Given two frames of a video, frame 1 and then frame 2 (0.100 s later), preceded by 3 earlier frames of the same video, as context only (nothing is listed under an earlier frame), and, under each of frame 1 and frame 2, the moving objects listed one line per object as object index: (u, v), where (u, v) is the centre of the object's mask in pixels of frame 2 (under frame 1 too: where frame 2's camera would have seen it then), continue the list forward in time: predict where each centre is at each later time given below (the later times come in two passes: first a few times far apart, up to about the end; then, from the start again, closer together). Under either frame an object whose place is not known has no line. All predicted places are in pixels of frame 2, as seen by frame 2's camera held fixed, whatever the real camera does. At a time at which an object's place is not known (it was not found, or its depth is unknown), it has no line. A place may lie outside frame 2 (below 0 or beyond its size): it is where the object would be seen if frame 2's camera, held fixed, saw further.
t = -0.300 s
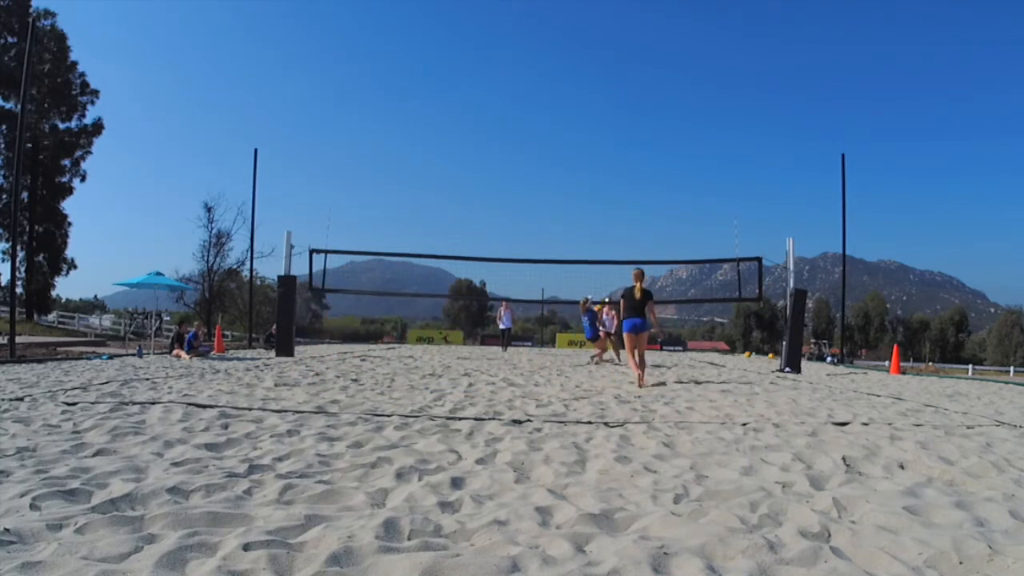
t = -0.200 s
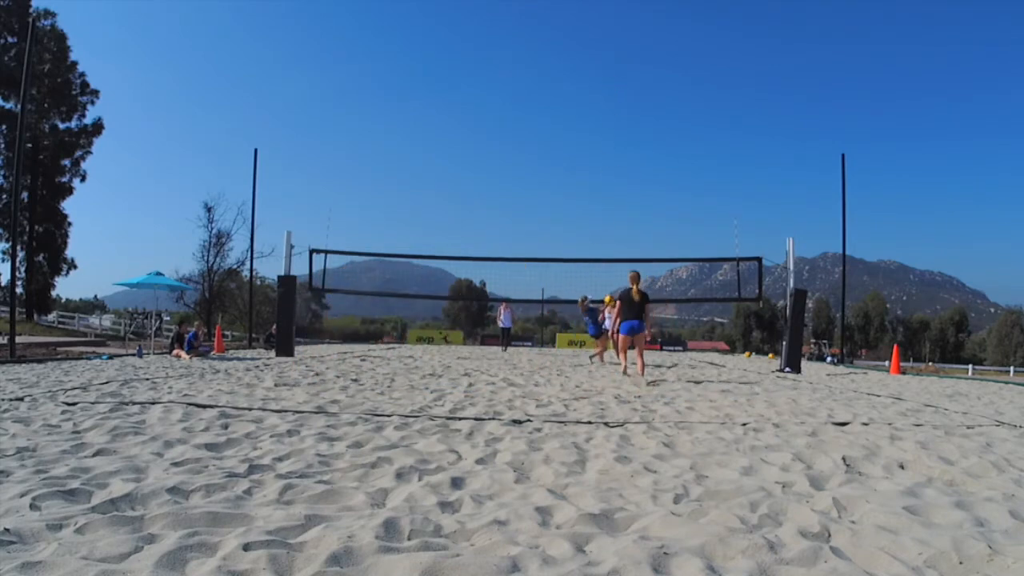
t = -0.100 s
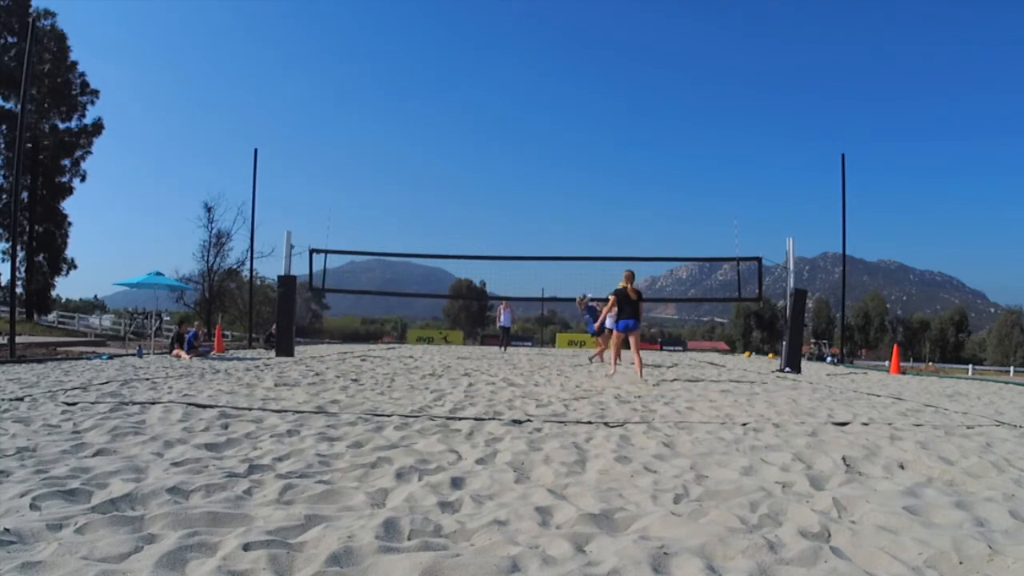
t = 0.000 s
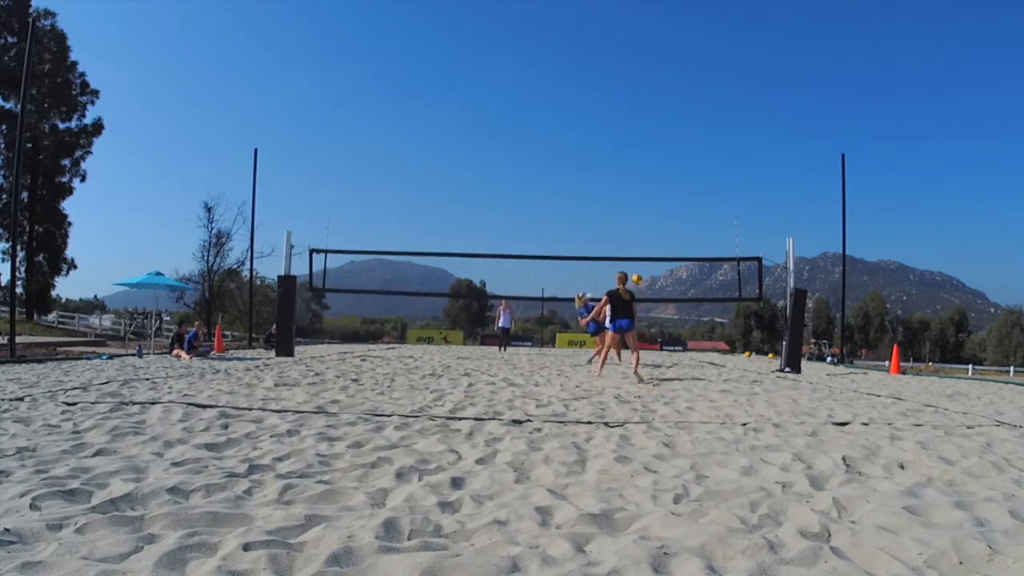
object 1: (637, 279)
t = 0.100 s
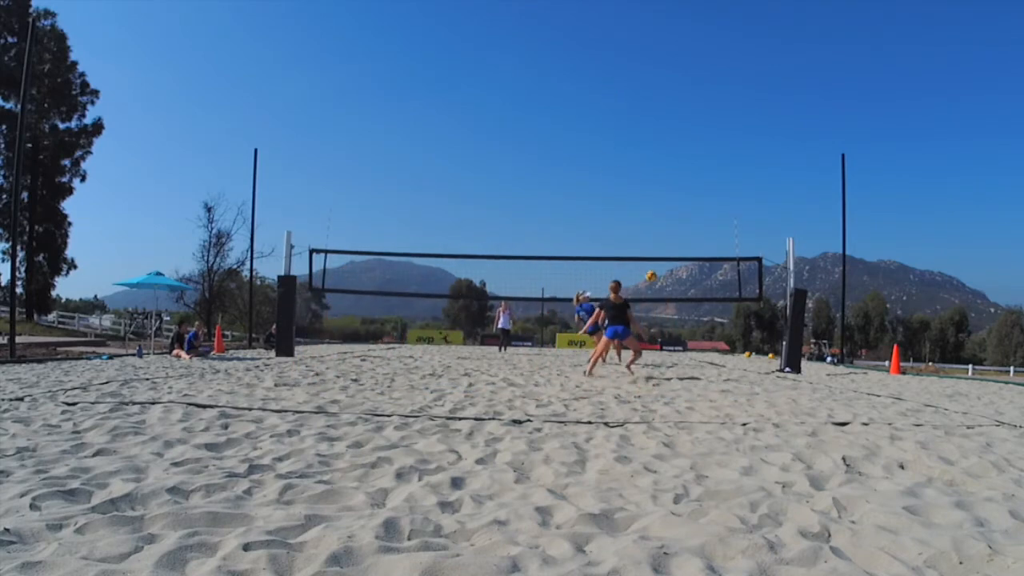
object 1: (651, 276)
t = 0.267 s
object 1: (674, 282)
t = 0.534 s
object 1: (715, 325)
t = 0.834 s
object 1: (756, 359)
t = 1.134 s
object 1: (799, 376)
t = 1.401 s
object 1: (834, 379)
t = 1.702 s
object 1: (873, 385)
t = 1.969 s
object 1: (906, 389)
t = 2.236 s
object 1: (934, 393)
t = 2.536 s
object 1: (955, 393)
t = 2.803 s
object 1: (967, 396)
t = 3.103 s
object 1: (981, 399)
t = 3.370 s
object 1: (989, 399)
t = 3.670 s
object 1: (988, 399)
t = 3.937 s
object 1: (987, 399)
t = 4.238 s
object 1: (987, 399)
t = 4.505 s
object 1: (987, 399)
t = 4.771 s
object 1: (987, 399)
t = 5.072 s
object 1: (987, 399)
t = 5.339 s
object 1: (987, 399)
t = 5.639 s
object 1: (987, 399)
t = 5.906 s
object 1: (987, 399)
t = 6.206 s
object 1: (987, 399)
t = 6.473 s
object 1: (987, 399)
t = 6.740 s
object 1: (987, 399)
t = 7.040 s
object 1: (987, 399)
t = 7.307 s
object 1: (987, 399)
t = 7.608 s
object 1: (987, 399)
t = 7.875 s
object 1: (987, 399)
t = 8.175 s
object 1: (987, 399)
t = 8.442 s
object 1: (987, 399)
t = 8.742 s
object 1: (987, 399)
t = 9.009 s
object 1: (987, 399)
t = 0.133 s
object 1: (655, 276)
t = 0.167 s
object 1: (660, 277)
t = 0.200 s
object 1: (666, 277)
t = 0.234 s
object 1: (670, 279)
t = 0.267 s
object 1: (674, 282)
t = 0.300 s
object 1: (679, 285)
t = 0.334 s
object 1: (685, 288)
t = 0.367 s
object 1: (690, 293)
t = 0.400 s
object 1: (695, 298)
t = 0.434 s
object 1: (700, 304)
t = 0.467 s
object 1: (705, 310)
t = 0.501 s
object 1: (710, 317)
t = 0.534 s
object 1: (715, 325)
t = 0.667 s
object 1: (735, 363)
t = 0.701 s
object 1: (740, 370)
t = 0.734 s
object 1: (744, 366)
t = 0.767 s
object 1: (748, 364)
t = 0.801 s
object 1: (753, 361)
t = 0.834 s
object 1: (756, 359)
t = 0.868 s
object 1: (762, 359)
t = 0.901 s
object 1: (767, 358)
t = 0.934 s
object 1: (771, 359)
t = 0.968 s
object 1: (774, 359)
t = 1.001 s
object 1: (780, 362)
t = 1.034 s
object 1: (786, 364)
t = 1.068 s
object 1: (789, 366)
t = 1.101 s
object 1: (794, 371)
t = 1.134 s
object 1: (799, 376)
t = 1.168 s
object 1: (804, 379)
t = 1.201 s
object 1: (808, 378)
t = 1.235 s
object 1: (813, 378)
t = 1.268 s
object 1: (817, 378)
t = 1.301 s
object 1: (821, 378)
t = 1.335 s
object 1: (826, 378)
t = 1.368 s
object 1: (830, 378)
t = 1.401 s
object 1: (834, 379)
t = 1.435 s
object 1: (838, 381)
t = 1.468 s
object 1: (843, 381)
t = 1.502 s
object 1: (848, 381)
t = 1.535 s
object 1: (852, 382)
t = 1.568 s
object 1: (857, 383)
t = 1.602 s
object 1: (861, 383)
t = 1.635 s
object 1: (865, 383)
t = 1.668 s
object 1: (869, 383)
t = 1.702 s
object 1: (873, 385)
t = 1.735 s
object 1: (878, 387)
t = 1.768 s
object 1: (882, 386)
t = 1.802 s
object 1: (886, 387)
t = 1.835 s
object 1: (891, 389)
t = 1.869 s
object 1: (895, 389)
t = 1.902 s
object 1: (898, 388)
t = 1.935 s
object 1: (902, 388)
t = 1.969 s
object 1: (906, 389)
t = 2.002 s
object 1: (910, 390)
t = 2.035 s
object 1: (914, 390)
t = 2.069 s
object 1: (917, 390)
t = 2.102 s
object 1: (921, 391)
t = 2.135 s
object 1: (925, 392)
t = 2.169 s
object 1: (928, 392)
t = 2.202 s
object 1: (931, 392)
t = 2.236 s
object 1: (934, 393)
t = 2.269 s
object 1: (938, 394)
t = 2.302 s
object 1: (940, 395)
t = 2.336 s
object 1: (943, 394)
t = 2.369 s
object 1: (945, 394)
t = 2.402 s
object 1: (947, 394)
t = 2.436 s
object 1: (950, 394)
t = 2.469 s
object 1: (952, 394)
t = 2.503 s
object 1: (953, 394)
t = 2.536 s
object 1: (955, 393)
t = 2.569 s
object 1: (956, 393)
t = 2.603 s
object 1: (958, 394)
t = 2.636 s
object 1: (959, 394)
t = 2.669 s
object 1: (961, 395)
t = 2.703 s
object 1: (962, 395)
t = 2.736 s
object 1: (964, 395)
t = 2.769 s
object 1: (966, 396)
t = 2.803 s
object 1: (967, 396)
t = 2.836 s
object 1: (969, 396)
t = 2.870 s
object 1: (970, 396)
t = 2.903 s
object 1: (972, 396)
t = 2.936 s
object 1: (973, 397)
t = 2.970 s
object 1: (975, 397)
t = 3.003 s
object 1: (976, 398)
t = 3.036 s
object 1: (978, 399)
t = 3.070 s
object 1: (980, 399)
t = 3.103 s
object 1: (981, 399)
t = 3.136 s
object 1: (982, 399)
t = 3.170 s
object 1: (983, 399)
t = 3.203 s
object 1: (985, 399)
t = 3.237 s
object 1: (986, 399)
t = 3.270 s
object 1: (987, 399)
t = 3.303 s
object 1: (988, 399)
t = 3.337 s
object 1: (989, 399)
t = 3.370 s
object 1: (989, 399)
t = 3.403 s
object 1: (990, 399)
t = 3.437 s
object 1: (990, 399)
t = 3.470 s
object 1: (990, 399)
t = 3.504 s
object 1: (990, 399)
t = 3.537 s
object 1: (990, 399)
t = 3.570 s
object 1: (989, 399)
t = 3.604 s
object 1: (989, 399)
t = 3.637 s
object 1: (988, 399)
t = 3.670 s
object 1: (988, 399)
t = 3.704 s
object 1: (988, 399)
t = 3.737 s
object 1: (987, 399)
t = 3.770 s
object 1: (987, 399)
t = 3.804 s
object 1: (987, 399)
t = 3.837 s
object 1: (987, 399)
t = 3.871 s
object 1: (987, 399)
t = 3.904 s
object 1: (987, 399)
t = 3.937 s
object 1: (987, 399)
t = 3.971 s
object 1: (987, 399)
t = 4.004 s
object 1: (987, 399)
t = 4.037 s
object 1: (987, 399)
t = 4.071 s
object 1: (987, 399)
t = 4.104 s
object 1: (987, 399)
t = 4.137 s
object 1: (987, 399)
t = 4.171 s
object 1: (987, 399)
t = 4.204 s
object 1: (987, 399)
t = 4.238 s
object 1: (987, 399)
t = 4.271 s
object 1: (987, 399)
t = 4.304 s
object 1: (987, 399)
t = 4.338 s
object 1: (987, 399)
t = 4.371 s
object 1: (987, 399)
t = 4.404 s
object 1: (987, 399)
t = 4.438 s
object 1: (987, 399)
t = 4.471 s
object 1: (987, 399)
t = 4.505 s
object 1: (987, 399)
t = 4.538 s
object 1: (987, 399)
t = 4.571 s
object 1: (987, 399)
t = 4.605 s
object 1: (987, 399)
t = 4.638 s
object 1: (987, 399)
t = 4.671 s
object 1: (987, 399)
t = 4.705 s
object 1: (987, 399)
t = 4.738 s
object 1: (987, 399)
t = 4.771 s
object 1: (987, 399)
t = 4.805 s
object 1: (987, 399)
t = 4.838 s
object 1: (987, 399)
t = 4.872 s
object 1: (987, 399)
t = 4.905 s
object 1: (987, 399)
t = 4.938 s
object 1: (987, 399)
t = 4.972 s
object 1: (987, 399)
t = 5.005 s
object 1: (987, 399)
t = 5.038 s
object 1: (987, 399)
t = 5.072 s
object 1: (987, 399)
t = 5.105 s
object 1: (987, 399)
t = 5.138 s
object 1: (987, 399)
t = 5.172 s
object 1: (987, 399)
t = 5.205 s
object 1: (987, 399)
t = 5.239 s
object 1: (987, 399)
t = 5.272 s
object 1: (987, 399)
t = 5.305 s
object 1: (987, 399)
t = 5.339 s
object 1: (987, 399)
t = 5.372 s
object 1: (987, 399)
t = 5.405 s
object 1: (987, 399)
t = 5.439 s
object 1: (987, 399)
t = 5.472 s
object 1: (987, 399)
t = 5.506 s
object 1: (987, 399)
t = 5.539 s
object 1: (987, 399)
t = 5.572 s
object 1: (987, 399)
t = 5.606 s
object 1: (987, 399)
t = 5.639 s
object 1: (987, 399)
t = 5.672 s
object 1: (987, 399)
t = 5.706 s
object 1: (987, 399)
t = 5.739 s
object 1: (987, 399)
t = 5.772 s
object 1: (987, 399)
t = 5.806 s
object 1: (987, 399)
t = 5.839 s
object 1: (987, 399)
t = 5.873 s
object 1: (987, 399)
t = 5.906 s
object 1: (987, 399)
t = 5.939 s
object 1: (987, 399)
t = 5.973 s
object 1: (987, 399)
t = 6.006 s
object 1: (987, 399)
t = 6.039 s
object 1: (987, 399)
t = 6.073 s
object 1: (987, 399)
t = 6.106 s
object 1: (987, 399)
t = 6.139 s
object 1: (987, 399)
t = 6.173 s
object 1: (987, 399)
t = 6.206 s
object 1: (987, 399)
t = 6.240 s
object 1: (987, 399)
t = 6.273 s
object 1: (987, 399)
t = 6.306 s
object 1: (987, 399)
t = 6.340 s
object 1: (987, 399)
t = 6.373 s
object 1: (987, 399)
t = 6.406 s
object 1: (987, 399)
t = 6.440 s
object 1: (987, 399)
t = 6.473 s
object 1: (987, 399)
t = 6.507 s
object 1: (987, 399)
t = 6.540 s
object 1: (987, 399)
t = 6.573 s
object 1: (987, 399)
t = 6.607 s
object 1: (987, 399)
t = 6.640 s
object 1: (987, 399)
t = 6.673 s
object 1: (987, 399)
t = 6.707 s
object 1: (987, 399)
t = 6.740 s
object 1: (987, 399)
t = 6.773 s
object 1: (987, 399)
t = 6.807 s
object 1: (987, 399)
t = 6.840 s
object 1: (987, 399)
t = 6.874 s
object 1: (987, 399)
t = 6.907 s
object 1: (987, 399)
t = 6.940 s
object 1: (987, 399)
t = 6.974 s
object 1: (987, 399)
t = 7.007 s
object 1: (987, 399)
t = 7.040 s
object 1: (987, 399)
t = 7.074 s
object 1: (987, 399)
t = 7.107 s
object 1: (987, 399)
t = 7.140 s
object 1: (987, 399)
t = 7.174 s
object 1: (987, 399)
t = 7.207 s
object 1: (987, 399)
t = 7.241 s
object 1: (987, 399)
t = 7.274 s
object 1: (987, 399)
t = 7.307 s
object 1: (987, 399)
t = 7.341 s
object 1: (987, 399)
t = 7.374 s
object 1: (987, 399)
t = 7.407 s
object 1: (987, 399)
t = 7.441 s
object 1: (987, 399)
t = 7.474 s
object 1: (987, 399)
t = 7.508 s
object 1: (987, 399)
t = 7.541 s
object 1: (987, 399)
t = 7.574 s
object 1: (987, 399)
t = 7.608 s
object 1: (987, 399)
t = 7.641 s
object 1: (987, 399)
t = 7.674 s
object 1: (987, 399)
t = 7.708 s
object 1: (987, 399)
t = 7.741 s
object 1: (987, 399)
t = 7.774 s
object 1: (987, 399)
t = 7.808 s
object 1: (987, 399)
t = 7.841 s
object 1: (987, 399)
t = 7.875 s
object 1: (987, 399)
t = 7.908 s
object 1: (987, 399)
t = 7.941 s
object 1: (987, 399)
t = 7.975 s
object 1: (987, 399)
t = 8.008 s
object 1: (987, 399)
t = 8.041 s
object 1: (987, 399)
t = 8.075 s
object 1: (987, 399)
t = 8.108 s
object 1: (987, 399)
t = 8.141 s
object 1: (987, 399)
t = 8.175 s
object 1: (987, 399)
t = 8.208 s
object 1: (987, 399)
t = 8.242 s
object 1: (987, 399)
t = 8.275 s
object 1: (987, 399)
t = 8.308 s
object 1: (987, 399)
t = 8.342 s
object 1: (987, 399)
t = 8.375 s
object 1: (987, 399)
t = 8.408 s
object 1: (987, 399)
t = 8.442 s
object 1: (987, 399)
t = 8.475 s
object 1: (987, 399)
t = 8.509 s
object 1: (987, 399)
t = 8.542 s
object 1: (987, 399)
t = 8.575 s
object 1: (987, 399)
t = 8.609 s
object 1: (987, 399)
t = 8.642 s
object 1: (987, 399)
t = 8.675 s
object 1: (987, 399)
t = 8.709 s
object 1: (987, 399)
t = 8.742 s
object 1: (987, 399)
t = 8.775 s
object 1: (987, 399)
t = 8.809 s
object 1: (987, 399)
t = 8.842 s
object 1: (987, 399)
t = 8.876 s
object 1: (987, 399)
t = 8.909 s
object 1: (987, 399)
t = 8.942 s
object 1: (987, 399)
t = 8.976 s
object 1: (987, 399)
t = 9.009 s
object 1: (987, 399)
